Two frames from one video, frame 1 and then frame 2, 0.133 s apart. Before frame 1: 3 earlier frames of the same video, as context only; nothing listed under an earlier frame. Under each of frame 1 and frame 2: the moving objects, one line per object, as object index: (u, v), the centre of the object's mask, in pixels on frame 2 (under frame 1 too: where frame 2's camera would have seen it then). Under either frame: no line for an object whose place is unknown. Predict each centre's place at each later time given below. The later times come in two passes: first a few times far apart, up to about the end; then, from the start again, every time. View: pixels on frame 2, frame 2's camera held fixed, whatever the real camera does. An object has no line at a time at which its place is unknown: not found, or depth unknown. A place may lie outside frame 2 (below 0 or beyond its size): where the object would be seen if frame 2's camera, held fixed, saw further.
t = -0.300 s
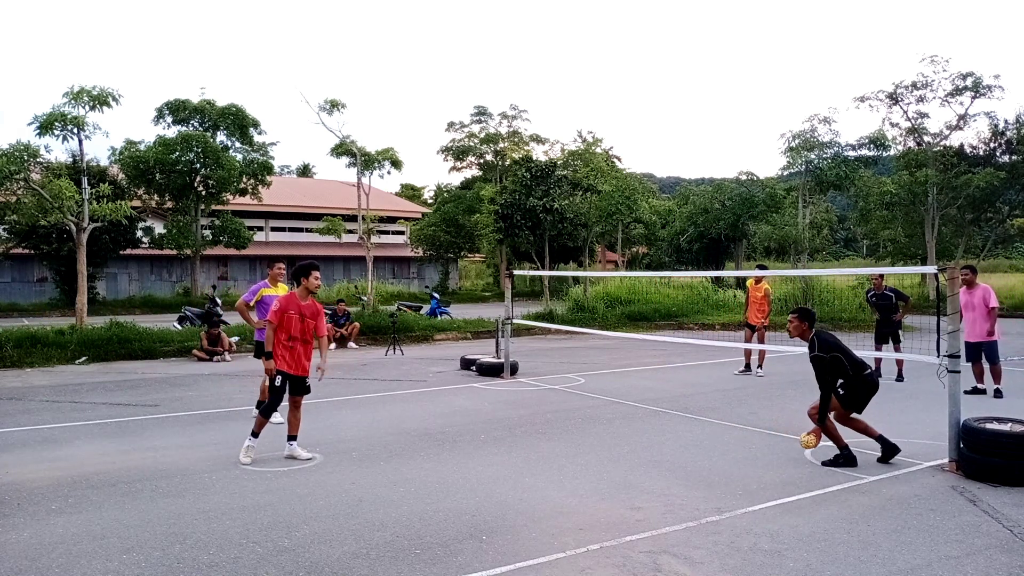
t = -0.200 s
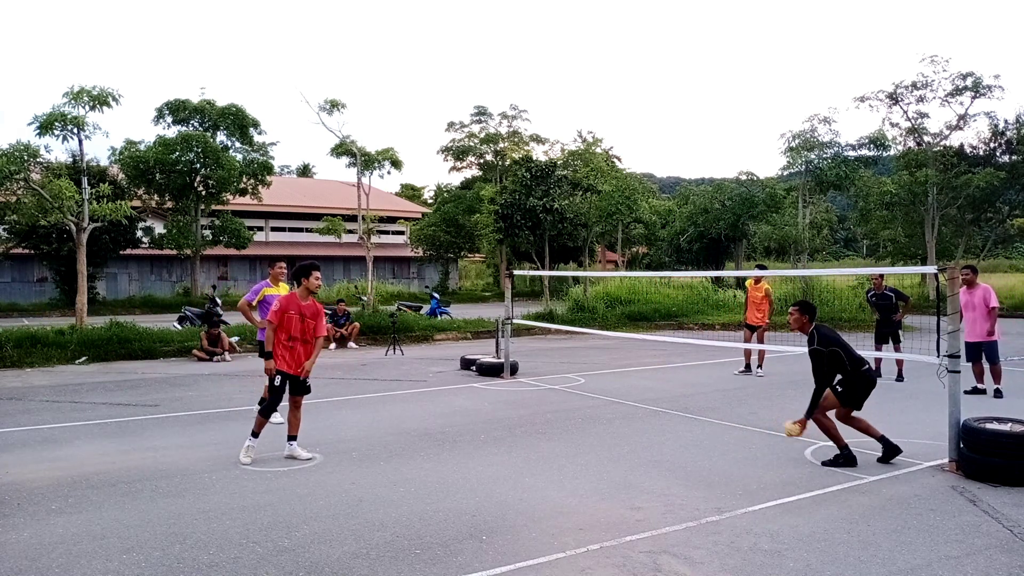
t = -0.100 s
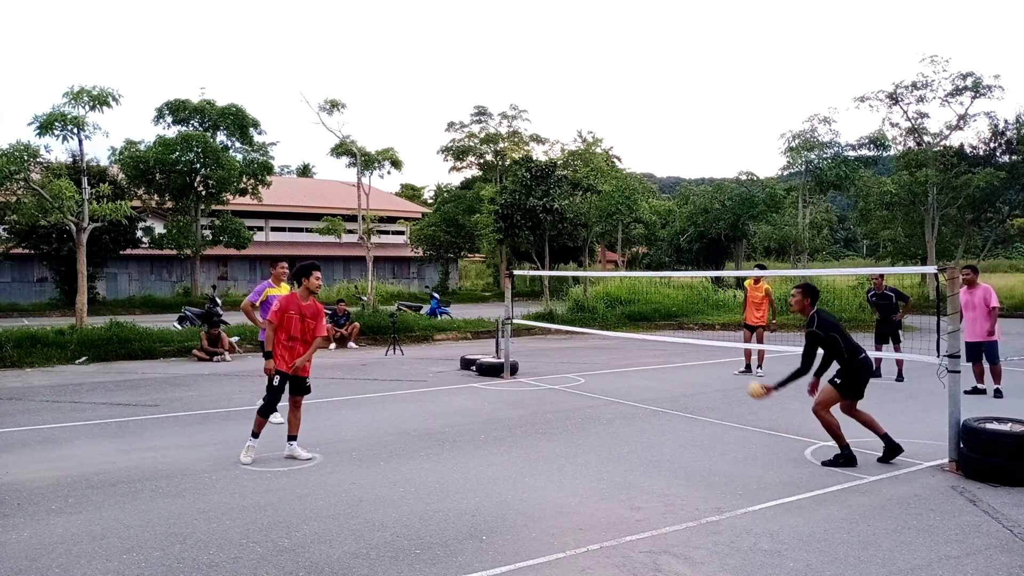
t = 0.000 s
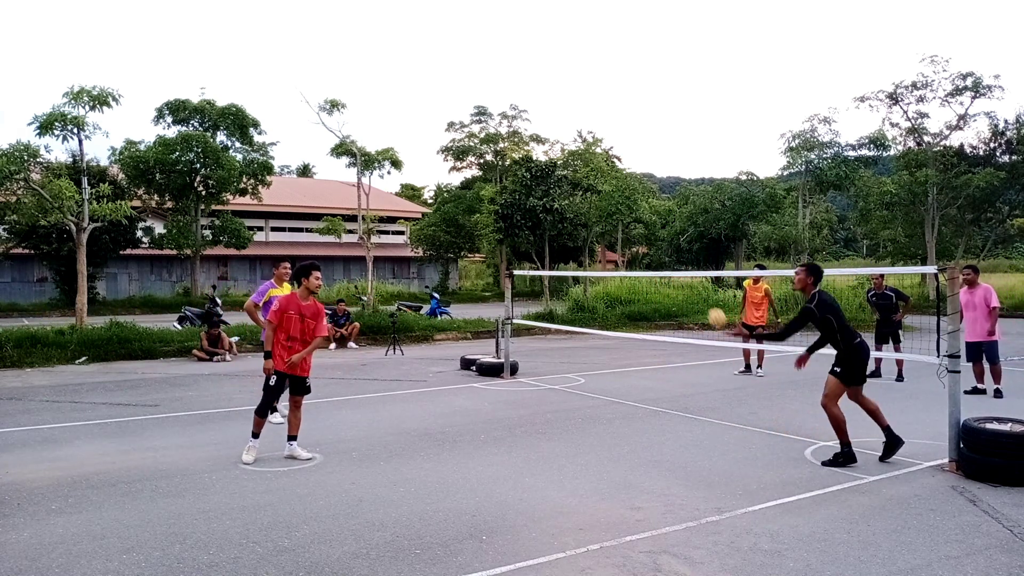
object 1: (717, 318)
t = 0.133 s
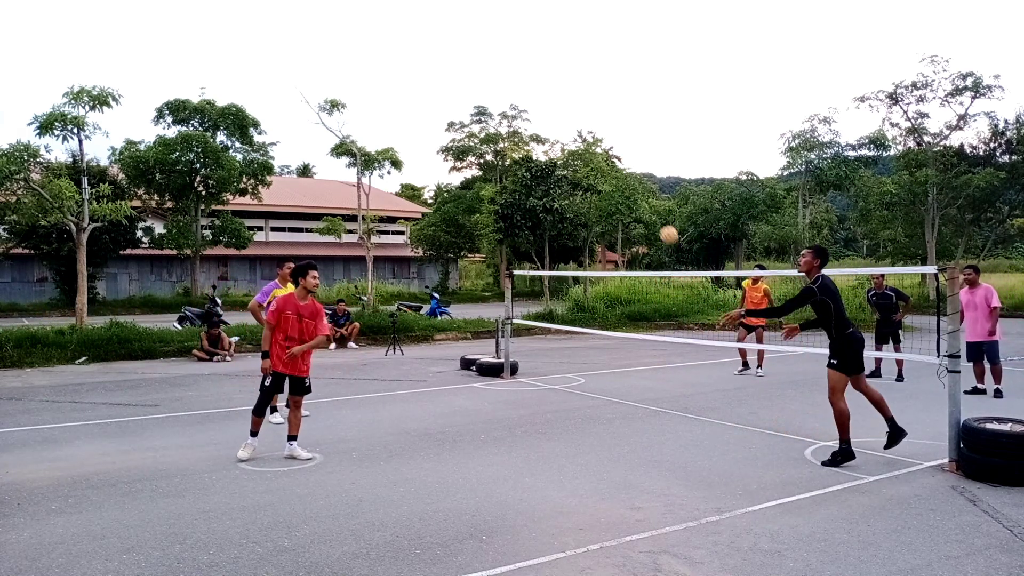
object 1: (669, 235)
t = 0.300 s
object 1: (611, 162)
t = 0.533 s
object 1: (530, 118)
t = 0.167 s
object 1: (657, 218)
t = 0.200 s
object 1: (646, 202)
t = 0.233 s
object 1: (634, 187)
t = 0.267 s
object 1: (622, 175)
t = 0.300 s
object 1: (611, 162)
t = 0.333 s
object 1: (599, 153)
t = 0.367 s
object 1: (589, 143)
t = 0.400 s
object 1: (576, 136)
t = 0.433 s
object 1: (565, 129)
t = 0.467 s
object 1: (553, 124)
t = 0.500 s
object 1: (542, 120)
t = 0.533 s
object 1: (530, 118)
